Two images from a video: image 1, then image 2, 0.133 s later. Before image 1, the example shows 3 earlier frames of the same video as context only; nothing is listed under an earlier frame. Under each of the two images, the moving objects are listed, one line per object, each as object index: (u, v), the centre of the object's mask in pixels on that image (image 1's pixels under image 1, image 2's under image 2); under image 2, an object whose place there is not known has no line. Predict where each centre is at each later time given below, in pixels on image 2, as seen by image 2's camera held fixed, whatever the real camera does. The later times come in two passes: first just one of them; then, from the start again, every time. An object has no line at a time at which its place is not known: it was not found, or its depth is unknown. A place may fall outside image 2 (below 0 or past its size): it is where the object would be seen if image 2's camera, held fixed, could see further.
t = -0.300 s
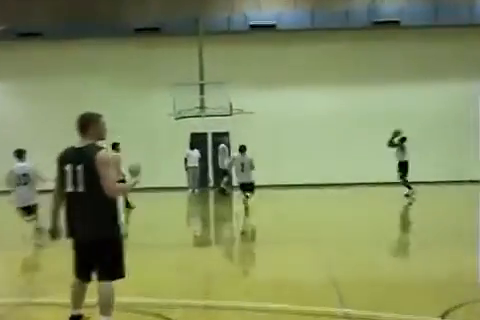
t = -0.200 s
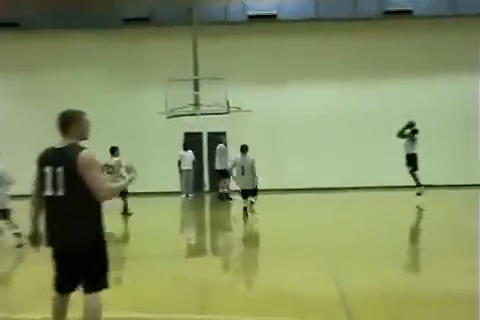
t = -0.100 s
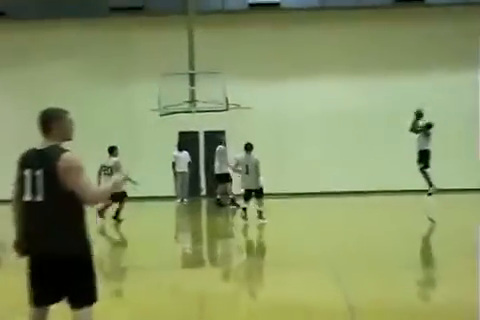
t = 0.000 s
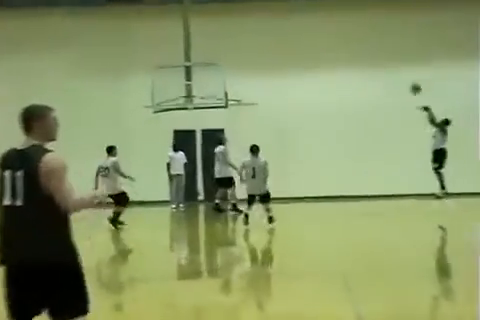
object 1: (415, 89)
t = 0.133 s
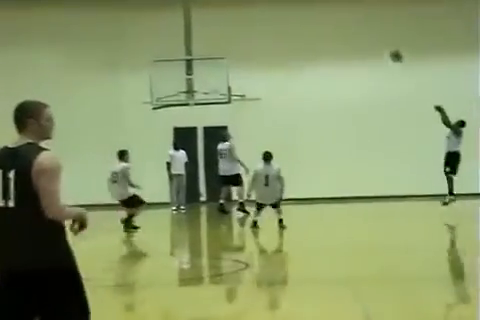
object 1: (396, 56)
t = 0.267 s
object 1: (365, 37)
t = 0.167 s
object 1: (388, 50)
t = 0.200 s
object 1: (381, 45)
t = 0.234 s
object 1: (373, 41)
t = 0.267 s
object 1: (365, 37)
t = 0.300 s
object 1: (357, 33)
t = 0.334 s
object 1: (350, 30)
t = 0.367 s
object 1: (342, 28)
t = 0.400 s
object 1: (335, 27)
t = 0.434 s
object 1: (327, 26)
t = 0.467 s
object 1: (320, 25)
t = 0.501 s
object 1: (313, 24)
